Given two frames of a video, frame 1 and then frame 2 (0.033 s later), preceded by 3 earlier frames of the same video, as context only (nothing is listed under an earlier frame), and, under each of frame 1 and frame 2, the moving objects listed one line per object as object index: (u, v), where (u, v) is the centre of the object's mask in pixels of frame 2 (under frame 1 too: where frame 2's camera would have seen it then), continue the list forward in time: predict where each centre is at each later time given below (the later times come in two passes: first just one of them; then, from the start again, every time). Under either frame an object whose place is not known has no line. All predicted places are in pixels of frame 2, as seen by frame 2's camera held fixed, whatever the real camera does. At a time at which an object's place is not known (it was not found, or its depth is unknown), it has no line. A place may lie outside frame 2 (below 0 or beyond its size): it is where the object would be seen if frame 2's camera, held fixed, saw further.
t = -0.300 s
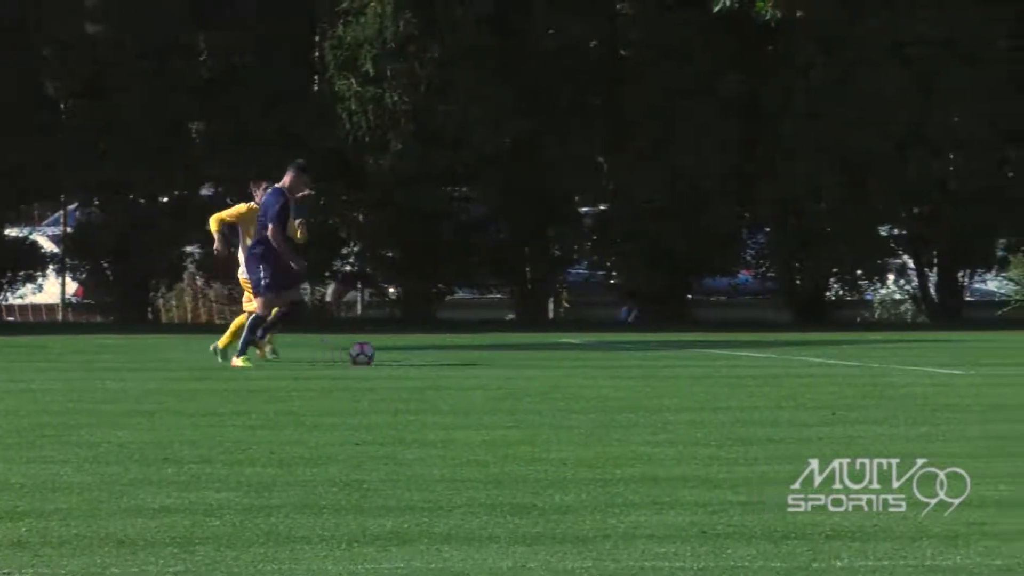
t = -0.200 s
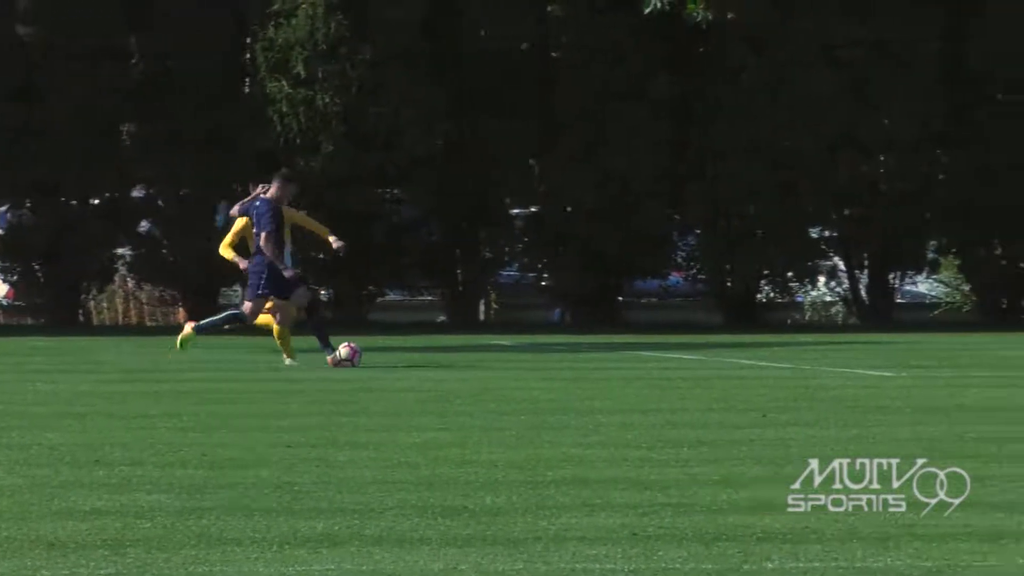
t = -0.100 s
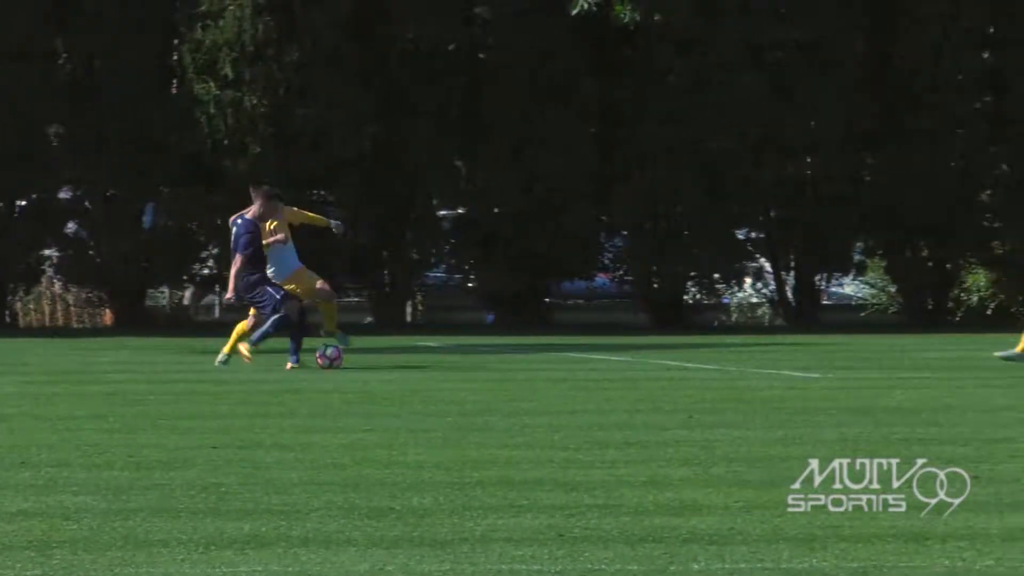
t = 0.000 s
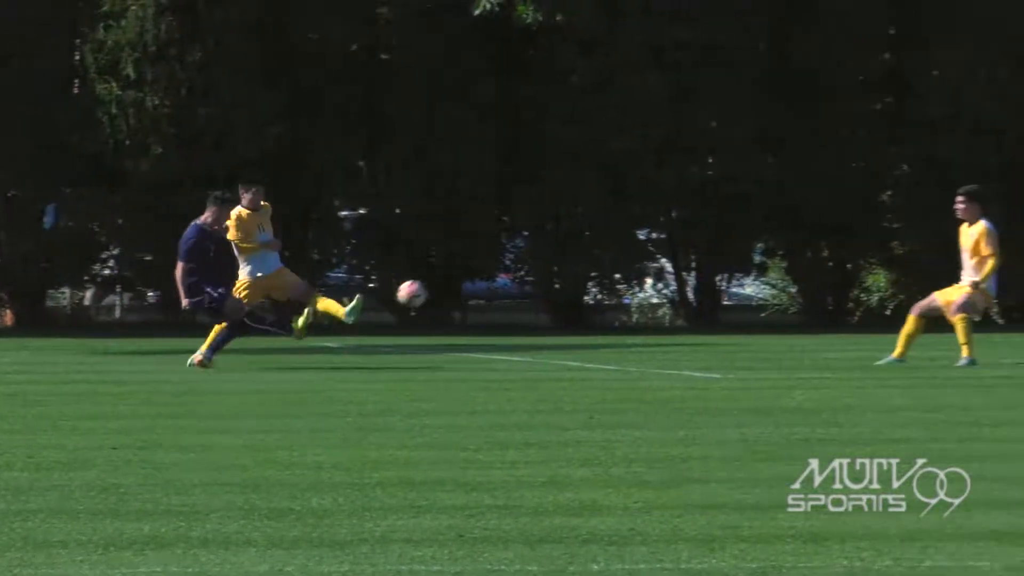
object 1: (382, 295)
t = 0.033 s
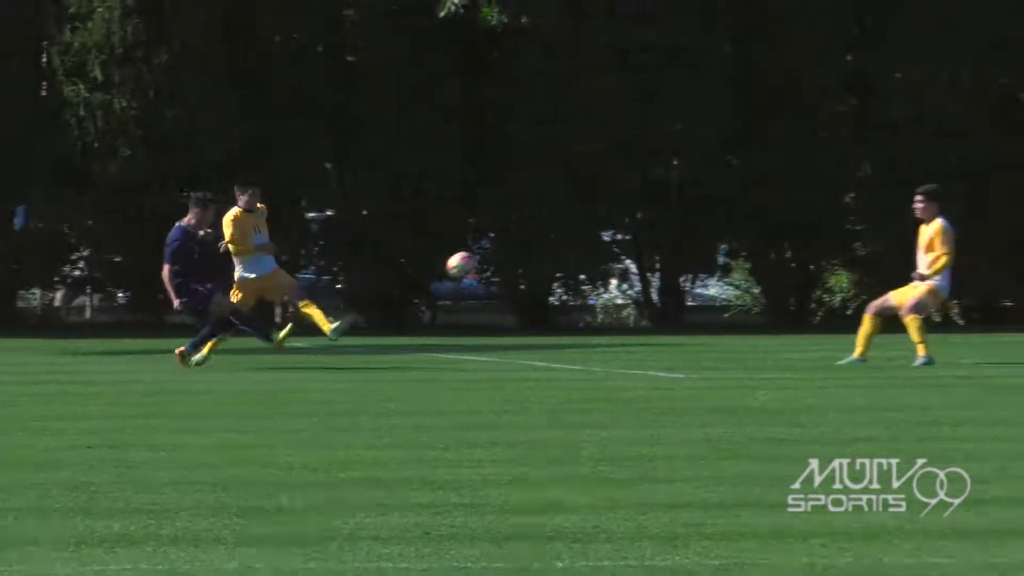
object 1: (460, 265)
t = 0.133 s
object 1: (696, 196)
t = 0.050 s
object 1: (503, 251)
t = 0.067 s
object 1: (542, 241)
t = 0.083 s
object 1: (582, 228)
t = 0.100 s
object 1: (621, 217)
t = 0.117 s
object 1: (659, 205)
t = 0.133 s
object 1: (696, 196)
